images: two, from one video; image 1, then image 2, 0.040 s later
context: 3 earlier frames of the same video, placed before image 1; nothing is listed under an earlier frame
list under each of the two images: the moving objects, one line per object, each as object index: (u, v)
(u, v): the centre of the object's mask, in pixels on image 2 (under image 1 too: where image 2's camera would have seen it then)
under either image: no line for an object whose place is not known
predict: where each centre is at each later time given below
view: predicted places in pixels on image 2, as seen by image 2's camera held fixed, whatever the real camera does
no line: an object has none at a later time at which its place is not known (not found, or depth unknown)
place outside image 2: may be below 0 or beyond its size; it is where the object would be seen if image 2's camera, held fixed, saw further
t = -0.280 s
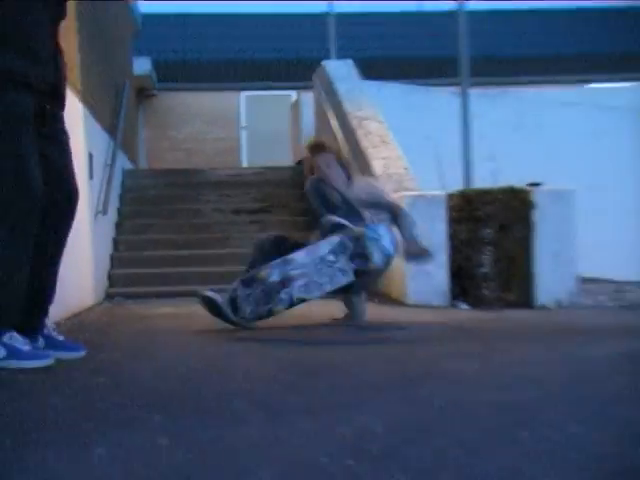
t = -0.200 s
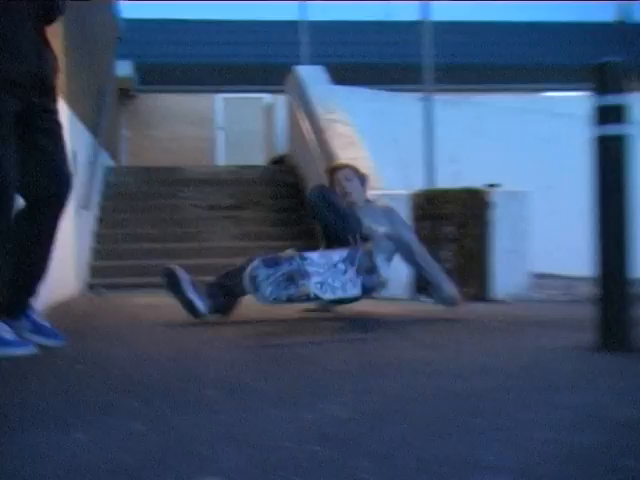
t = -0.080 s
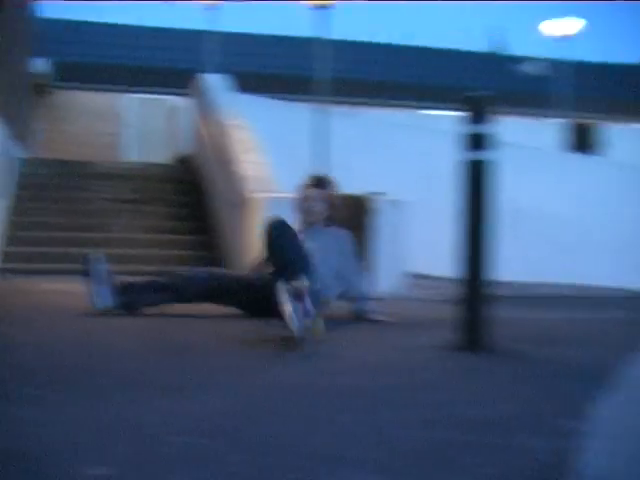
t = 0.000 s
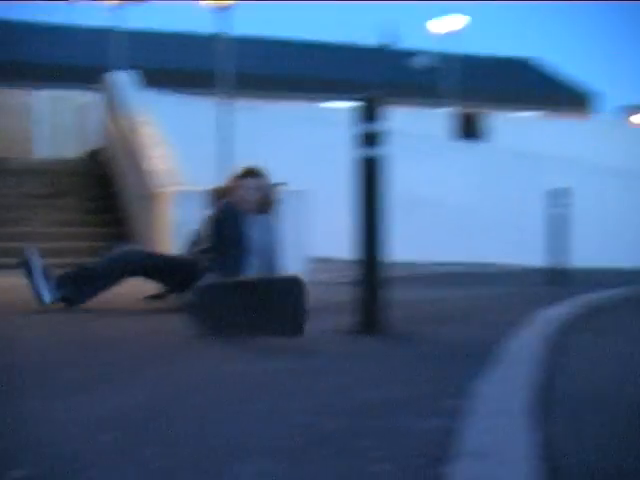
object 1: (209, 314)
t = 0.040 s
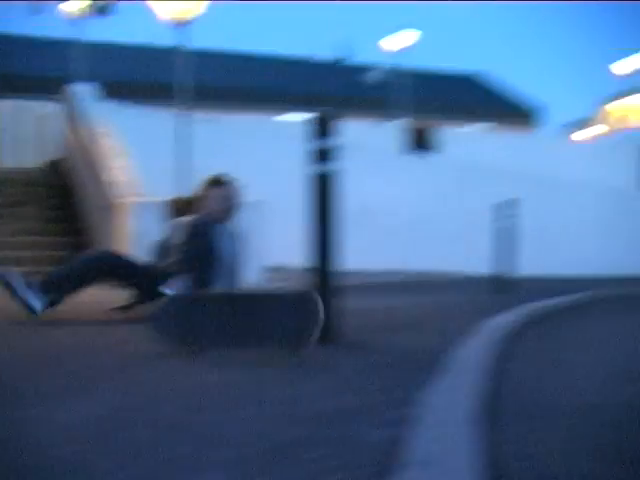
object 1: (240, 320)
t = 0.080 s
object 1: (269, 327)
